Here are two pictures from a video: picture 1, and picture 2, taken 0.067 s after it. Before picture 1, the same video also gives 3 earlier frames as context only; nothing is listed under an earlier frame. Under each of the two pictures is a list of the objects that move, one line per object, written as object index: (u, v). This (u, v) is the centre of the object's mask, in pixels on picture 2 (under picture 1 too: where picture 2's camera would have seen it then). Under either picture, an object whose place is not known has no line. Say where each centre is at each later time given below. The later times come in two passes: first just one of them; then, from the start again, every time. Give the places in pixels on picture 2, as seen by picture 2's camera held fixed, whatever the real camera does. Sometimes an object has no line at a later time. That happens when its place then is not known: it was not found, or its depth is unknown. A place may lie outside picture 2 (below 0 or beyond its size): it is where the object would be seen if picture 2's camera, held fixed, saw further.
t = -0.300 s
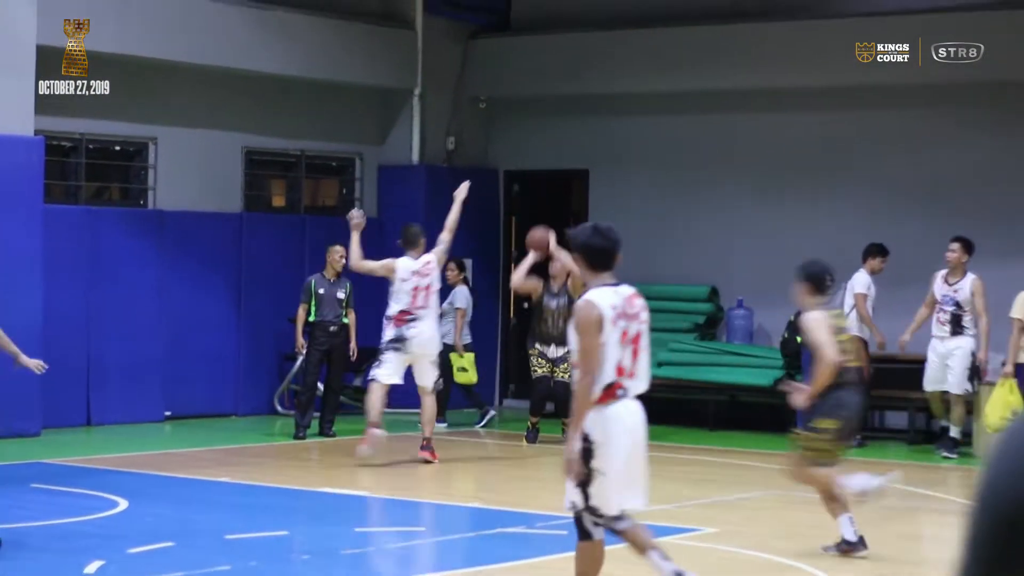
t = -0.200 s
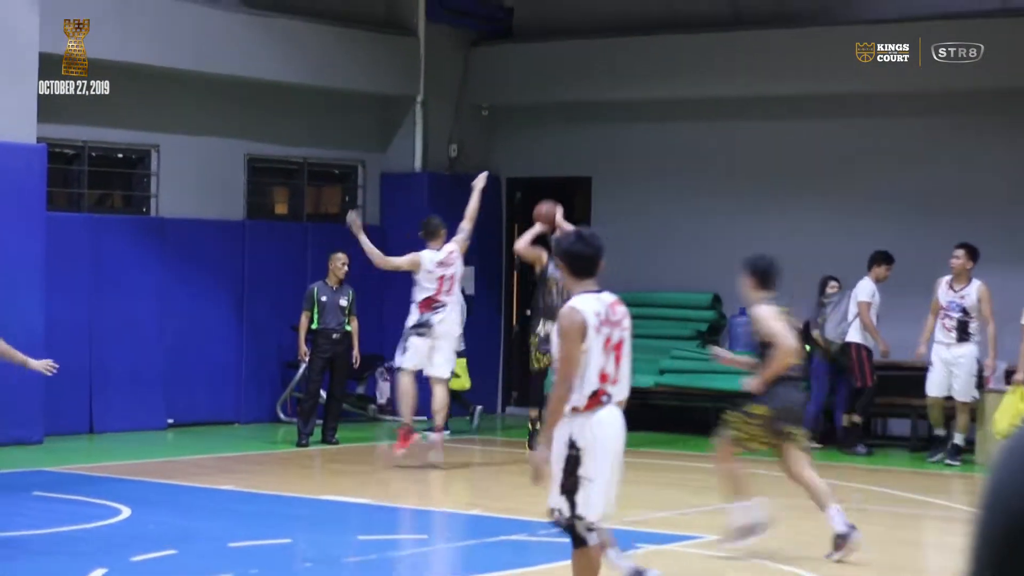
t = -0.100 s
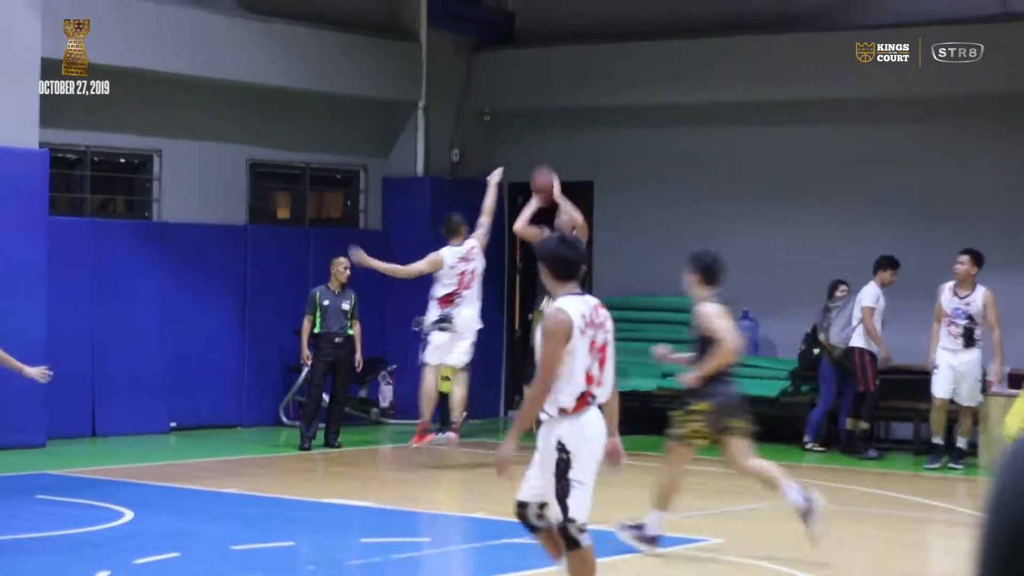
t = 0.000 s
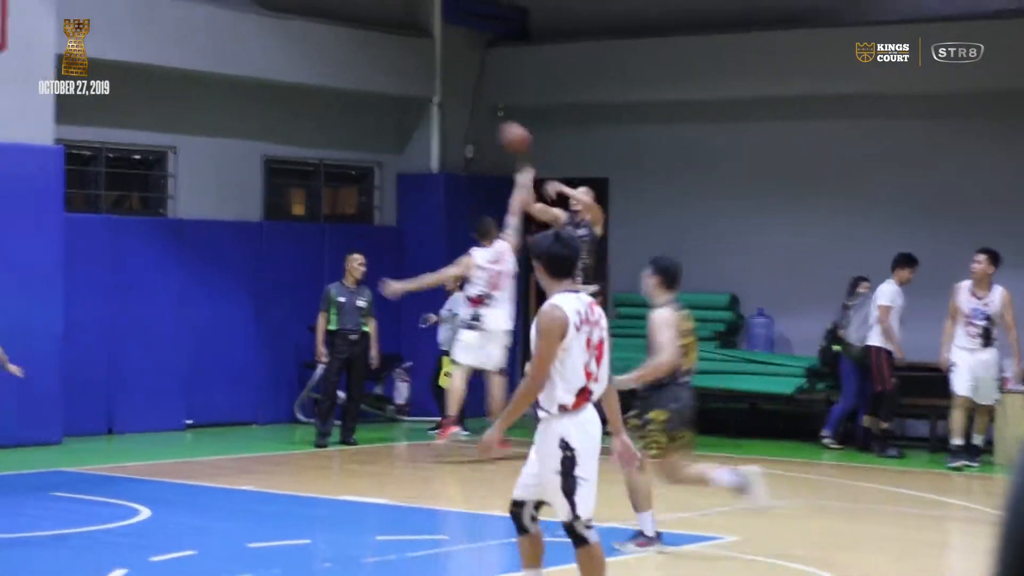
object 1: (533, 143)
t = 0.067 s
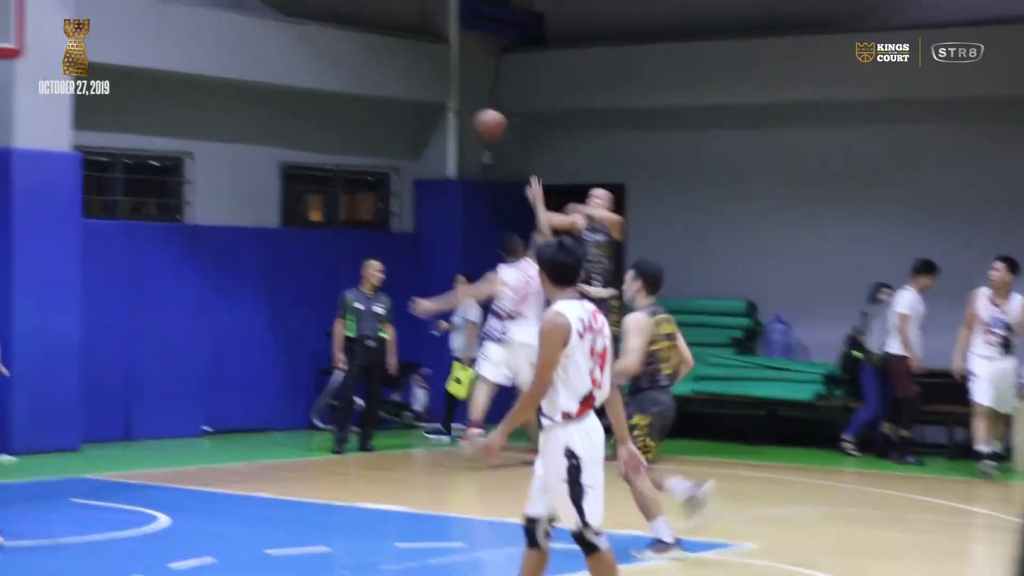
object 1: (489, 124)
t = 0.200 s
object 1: (402, 99)
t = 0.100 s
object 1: (468, 116)
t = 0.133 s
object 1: (446, 108)
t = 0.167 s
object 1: (426, 104)
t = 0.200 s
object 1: (402, 99)
